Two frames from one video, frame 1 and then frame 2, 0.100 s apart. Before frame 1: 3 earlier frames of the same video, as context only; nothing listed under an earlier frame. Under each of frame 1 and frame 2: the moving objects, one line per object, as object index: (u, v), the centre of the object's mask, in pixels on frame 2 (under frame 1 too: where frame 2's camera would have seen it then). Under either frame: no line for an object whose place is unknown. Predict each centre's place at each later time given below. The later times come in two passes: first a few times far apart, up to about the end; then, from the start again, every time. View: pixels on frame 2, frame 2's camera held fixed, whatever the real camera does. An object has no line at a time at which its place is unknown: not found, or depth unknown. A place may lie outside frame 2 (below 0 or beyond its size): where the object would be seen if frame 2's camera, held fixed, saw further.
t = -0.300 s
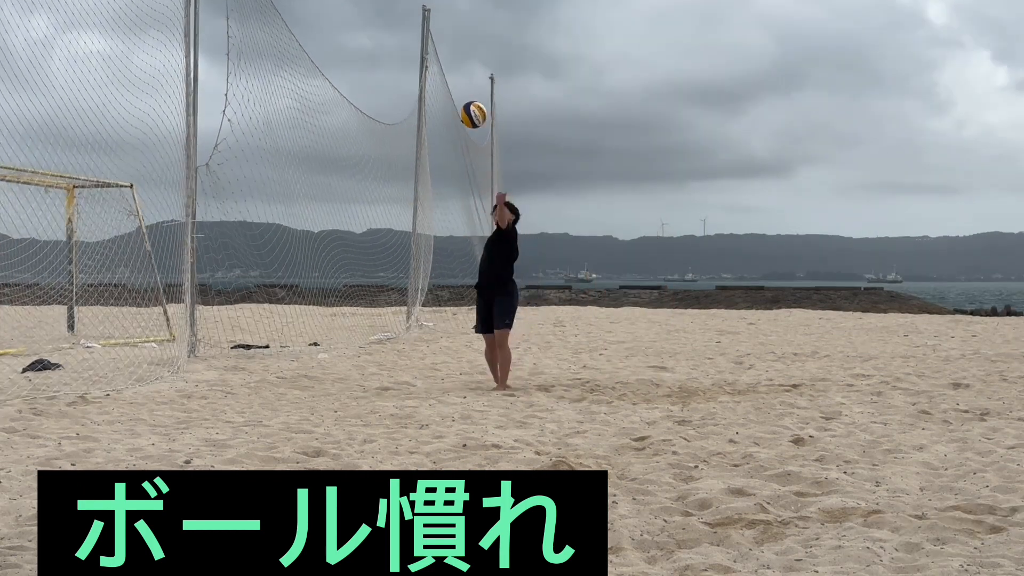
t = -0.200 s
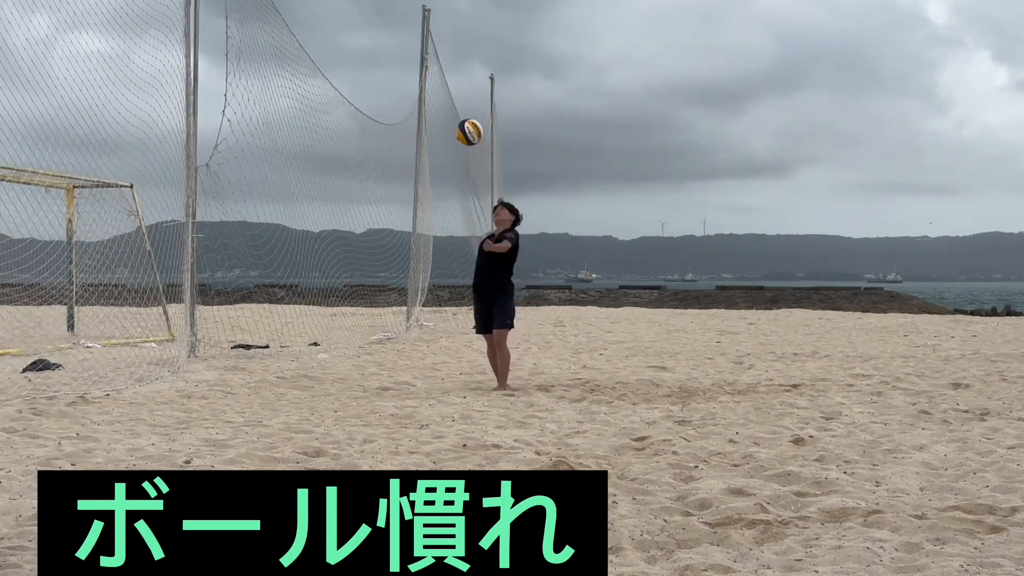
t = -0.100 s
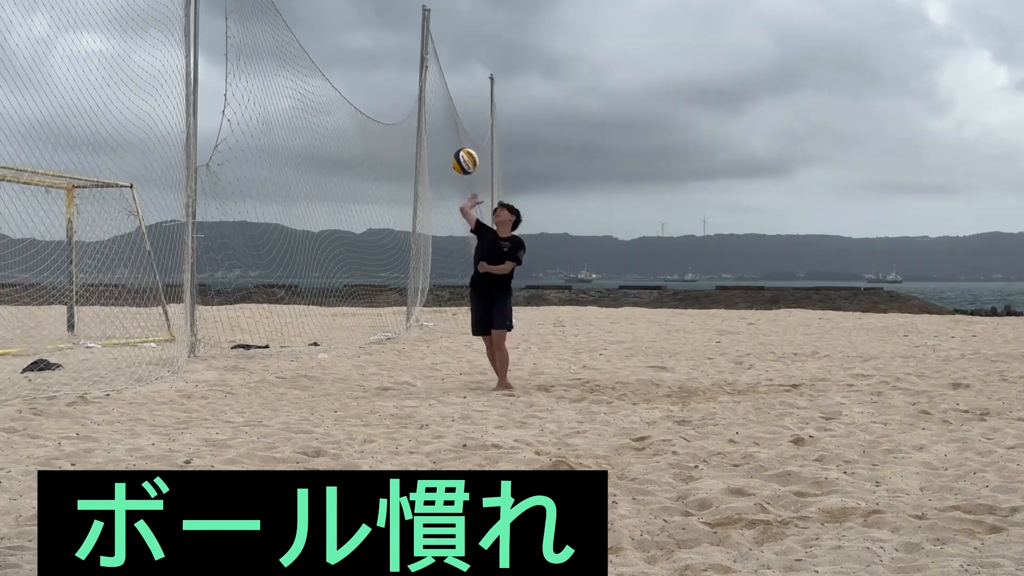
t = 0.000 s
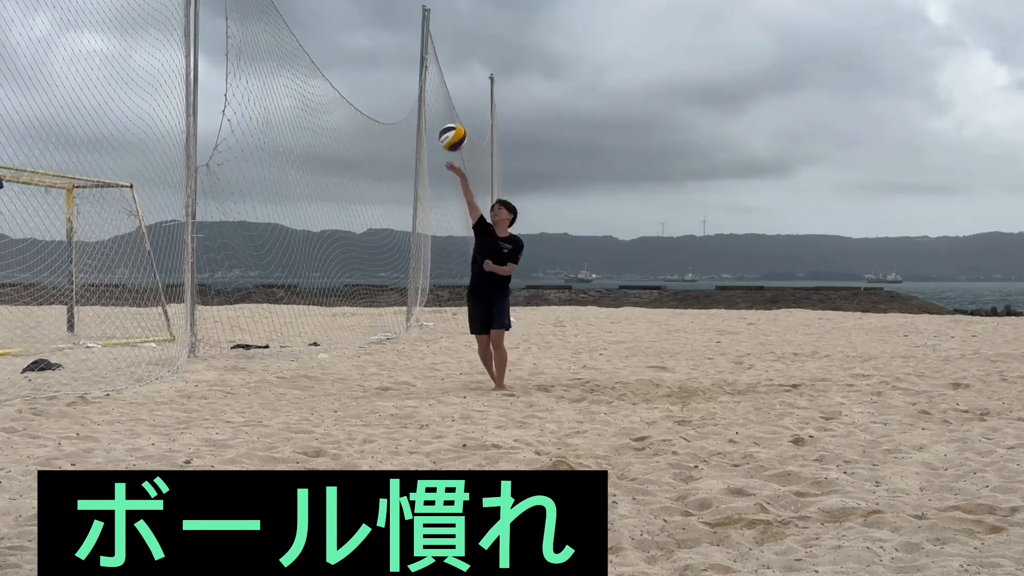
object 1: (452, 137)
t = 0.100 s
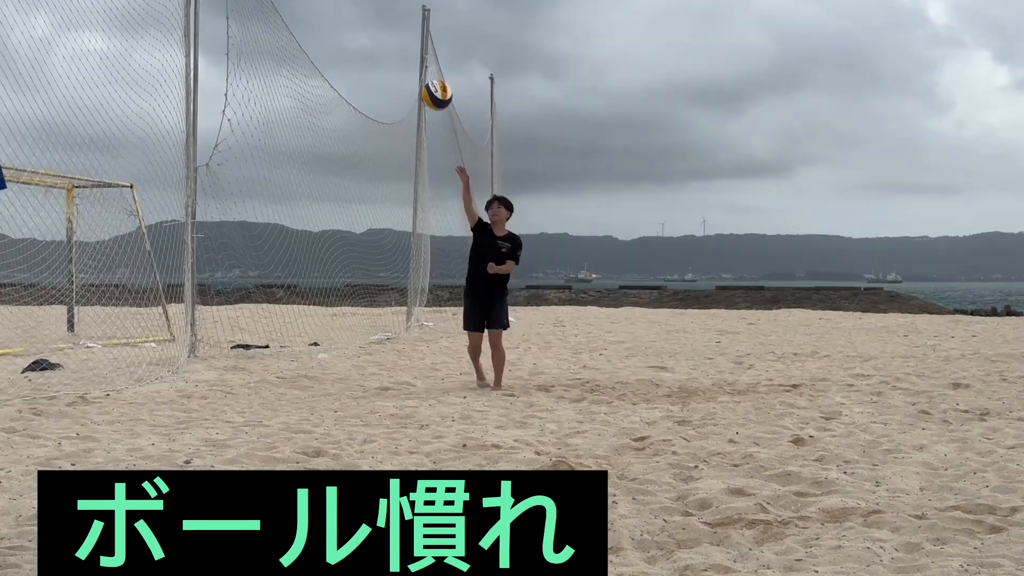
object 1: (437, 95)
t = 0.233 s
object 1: (413, 53)
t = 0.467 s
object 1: (362, 33)
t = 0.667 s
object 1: (299, 116)
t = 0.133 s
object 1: (432, 83)
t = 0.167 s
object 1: (426, 72)
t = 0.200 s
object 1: (419, 62)
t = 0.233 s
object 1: (413, 53)
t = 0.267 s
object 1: (407, 45)
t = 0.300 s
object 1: (400, 38)
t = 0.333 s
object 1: (393, 34)
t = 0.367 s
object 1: (386, 31)
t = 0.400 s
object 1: (377, 30)
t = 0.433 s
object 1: (370, 30)
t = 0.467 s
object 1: (362, 33)
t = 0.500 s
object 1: (353, 39)
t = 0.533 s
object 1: (343, 48)
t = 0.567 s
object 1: (334, 60)
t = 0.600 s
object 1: (322, 74)
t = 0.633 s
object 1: (311, 93)
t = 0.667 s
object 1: (299, 116)
